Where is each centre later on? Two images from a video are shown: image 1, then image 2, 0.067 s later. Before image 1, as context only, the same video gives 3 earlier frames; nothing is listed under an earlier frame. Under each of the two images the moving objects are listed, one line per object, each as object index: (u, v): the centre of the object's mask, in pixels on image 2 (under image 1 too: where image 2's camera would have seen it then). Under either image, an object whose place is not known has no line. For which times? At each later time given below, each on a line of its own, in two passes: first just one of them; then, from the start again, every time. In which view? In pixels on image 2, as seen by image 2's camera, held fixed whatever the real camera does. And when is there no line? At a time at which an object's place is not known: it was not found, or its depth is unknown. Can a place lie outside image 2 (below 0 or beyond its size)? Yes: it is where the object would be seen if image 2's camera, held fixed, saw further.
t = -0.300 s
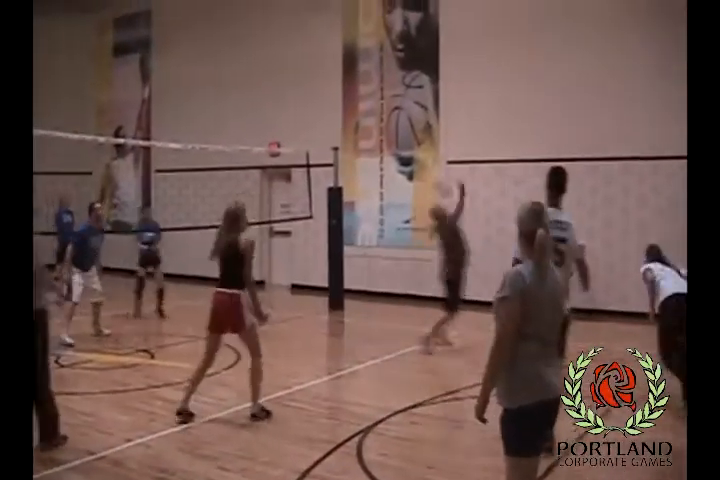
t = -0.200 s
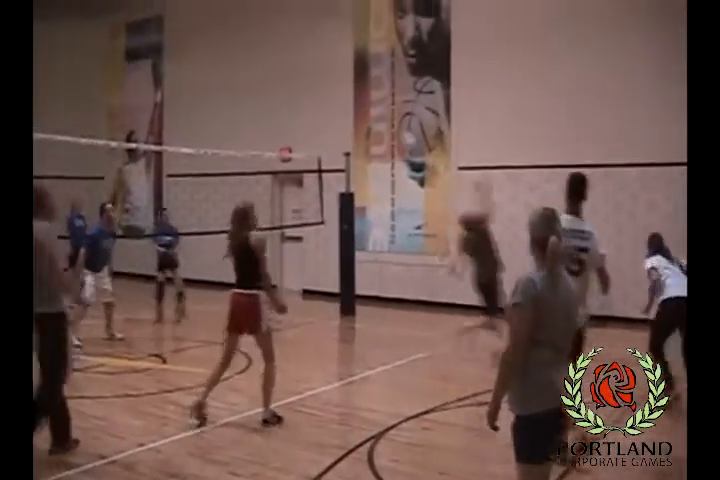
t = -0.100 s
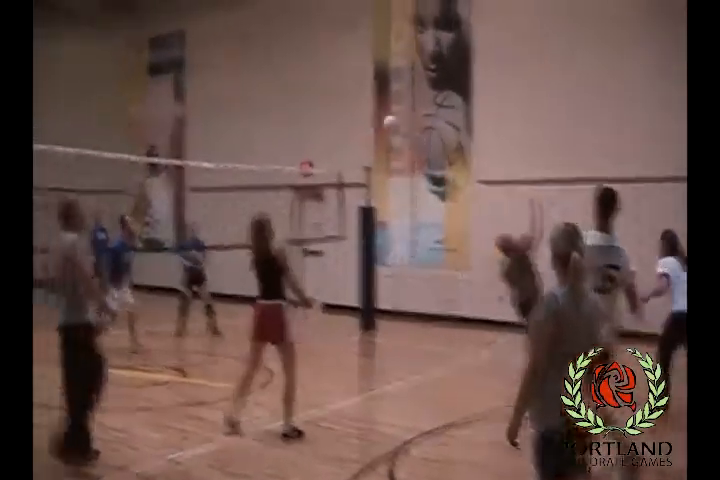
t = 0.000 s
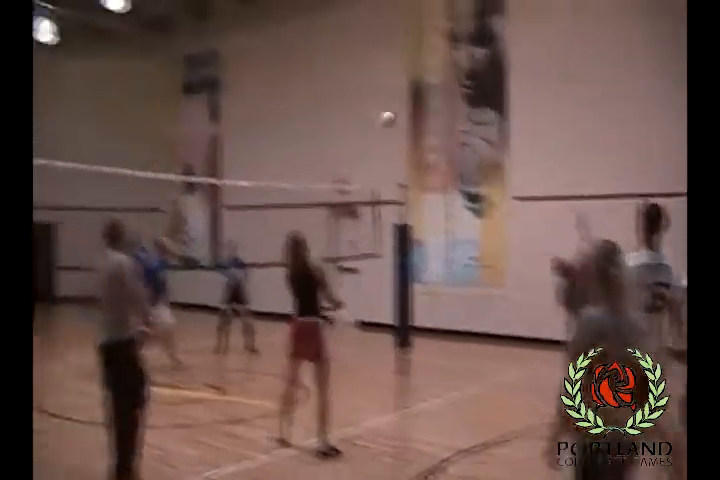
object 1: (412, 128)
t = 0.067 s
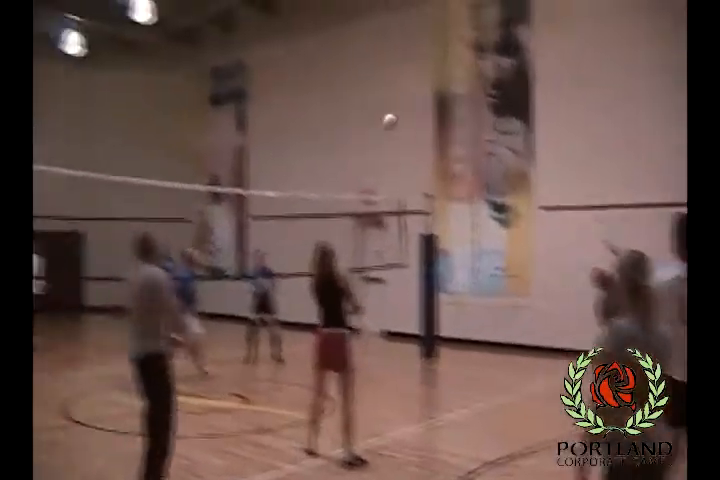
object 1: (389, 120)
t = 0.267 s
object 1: (327, 120)
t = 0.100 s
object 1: (378, 117)
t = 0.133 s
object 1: (368, 116)
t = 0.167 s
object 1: (358, 116)
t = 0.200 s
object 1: (347, 117)
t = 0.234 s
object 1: (337, 118)
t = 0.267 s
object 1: (327, 120)
